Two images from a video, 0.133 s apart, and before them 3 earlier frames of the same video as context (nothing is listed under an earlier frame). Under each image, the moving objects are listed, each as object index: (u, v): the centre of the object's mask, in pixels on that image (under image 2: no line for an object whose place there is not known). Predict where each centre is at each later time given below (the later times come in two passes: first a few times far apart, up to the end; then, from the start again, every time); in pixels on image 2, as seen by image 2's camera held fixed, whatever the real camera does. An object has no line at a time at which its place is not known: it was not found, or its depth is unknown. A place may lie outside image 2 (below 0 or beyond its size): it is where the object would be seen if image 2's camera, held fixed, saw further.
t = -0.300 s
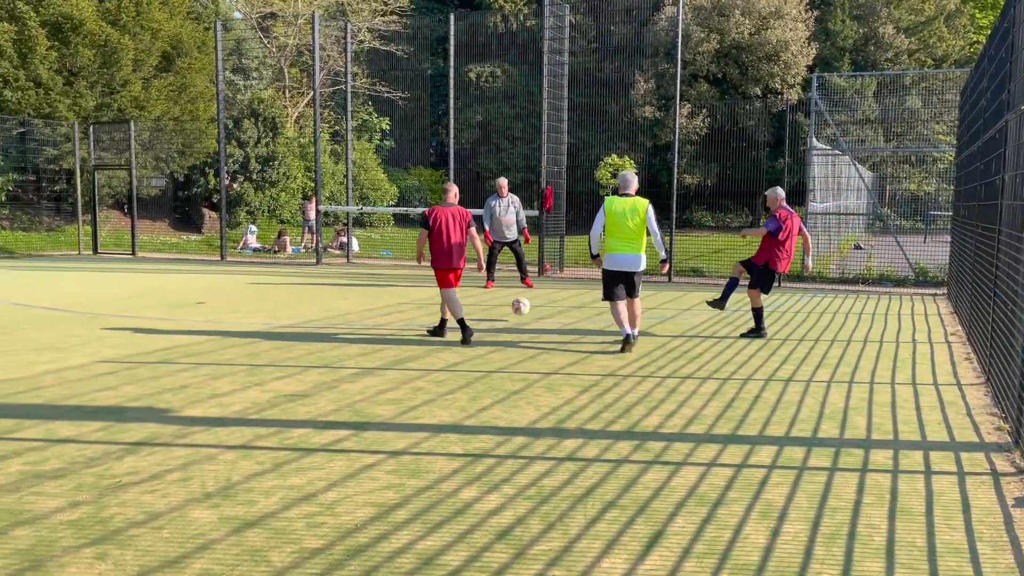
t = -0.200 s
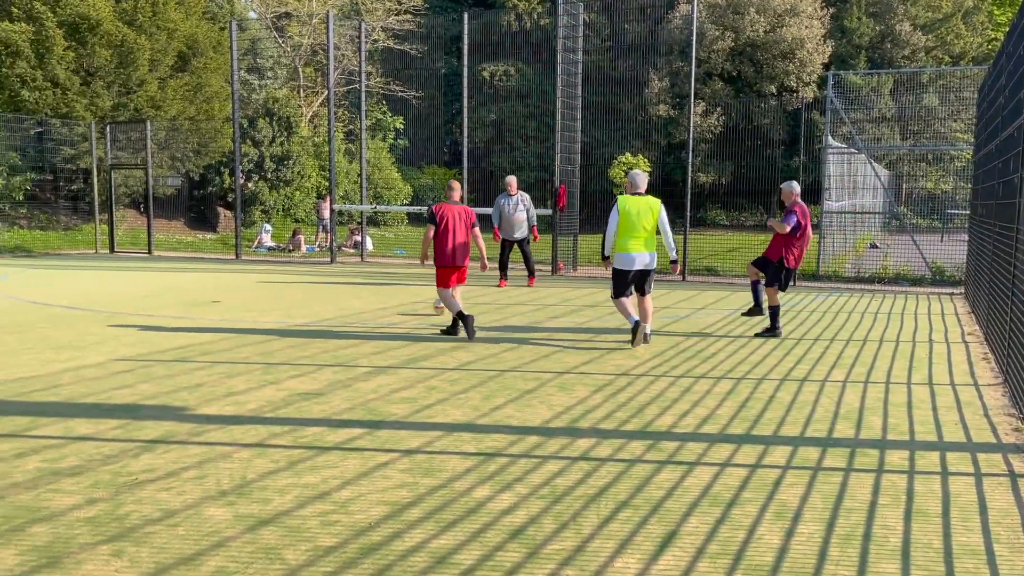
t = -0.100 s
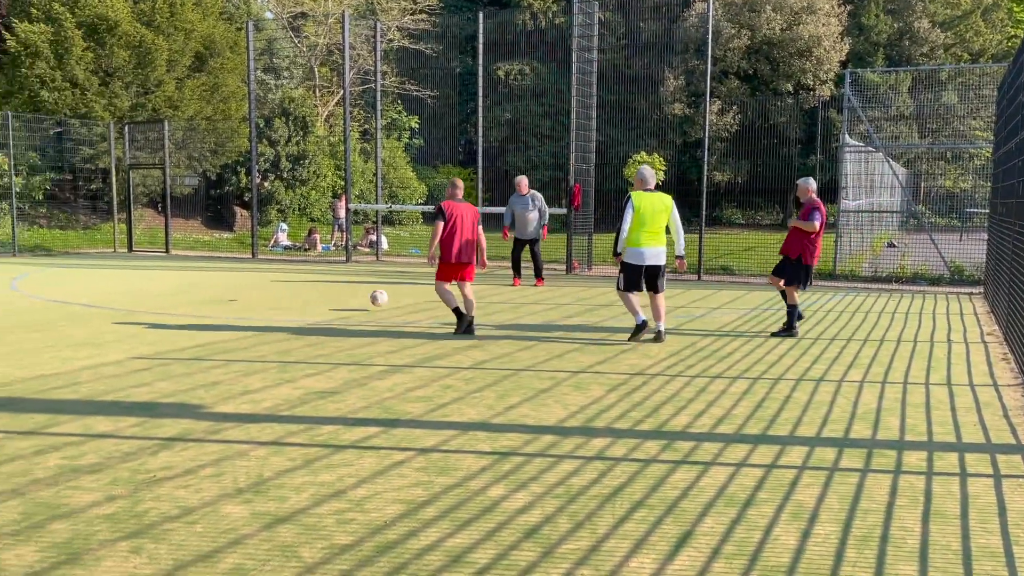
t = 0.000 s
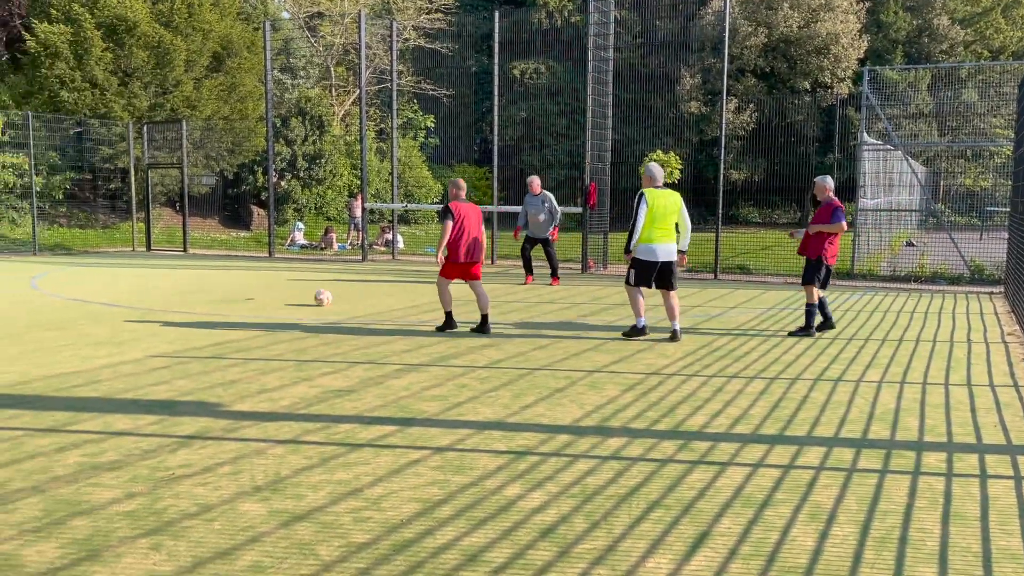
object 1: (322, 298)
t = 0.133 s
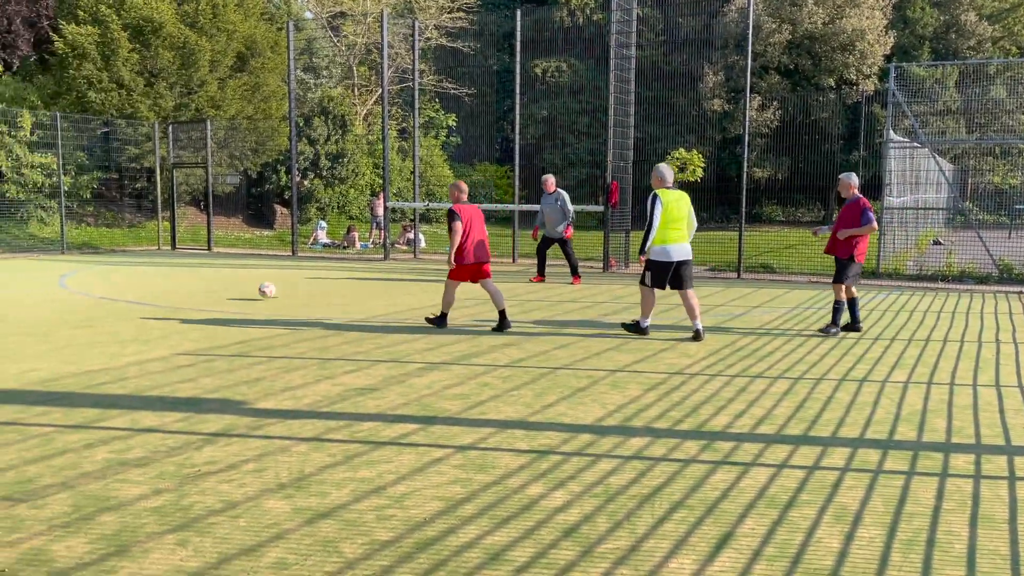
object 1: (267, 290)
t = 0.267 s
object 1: (200, 287)
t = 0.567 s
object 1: (75, 283)
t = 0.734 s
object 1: (14, 281)
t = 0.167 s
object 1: (248, 291)
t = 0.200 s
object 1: (231, 290)
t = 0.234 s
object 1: (215, 288)
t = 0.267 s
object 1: (200, 287)
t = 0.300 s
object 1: (184, 286)
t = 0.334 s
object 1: (170, 287)
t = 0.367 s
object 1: (155, 286)
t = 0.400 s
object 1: (141, 285)
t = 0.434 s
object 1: (128, 285)
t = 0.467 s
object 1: (115, 285)
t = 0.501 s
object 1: (101, 283)
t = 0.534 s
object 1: (88, 283)
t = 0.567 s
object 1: (75, 283)
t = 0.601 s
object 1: (62, 281)
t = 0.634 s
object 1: (50, 282)
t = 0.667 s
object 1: (38, 282)
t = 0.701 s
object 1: (25, 280)
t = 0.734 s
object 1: (14, 281)
